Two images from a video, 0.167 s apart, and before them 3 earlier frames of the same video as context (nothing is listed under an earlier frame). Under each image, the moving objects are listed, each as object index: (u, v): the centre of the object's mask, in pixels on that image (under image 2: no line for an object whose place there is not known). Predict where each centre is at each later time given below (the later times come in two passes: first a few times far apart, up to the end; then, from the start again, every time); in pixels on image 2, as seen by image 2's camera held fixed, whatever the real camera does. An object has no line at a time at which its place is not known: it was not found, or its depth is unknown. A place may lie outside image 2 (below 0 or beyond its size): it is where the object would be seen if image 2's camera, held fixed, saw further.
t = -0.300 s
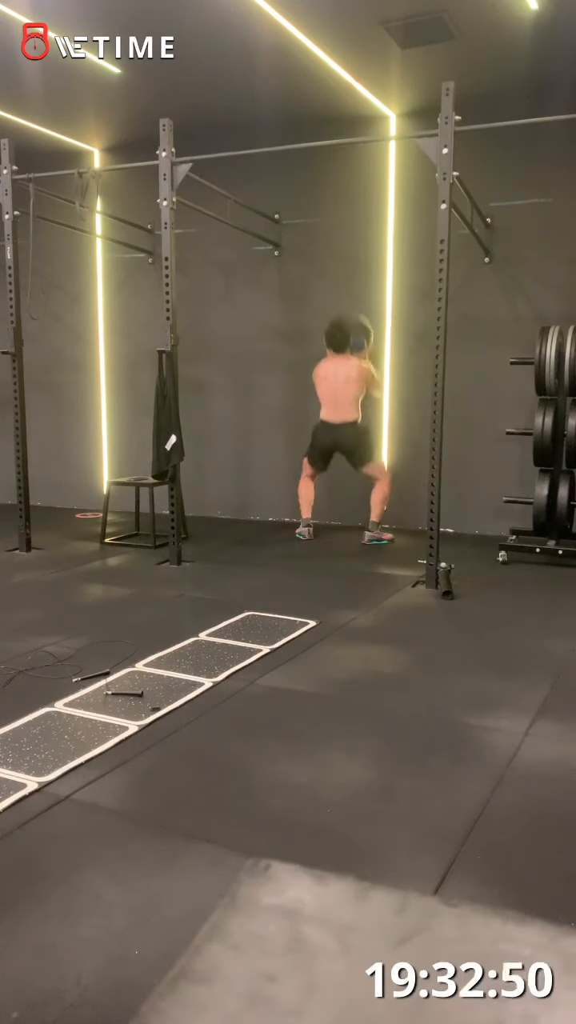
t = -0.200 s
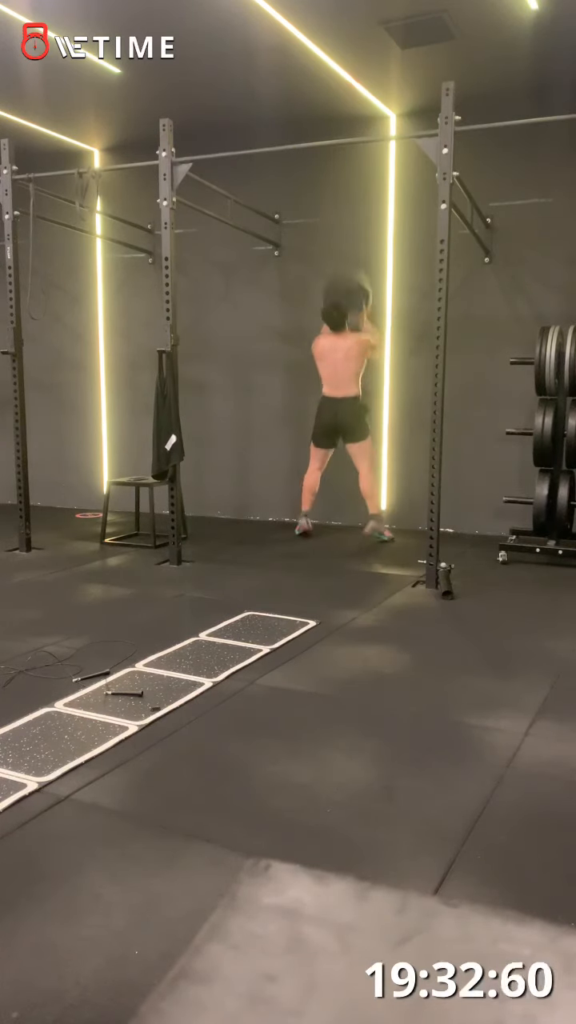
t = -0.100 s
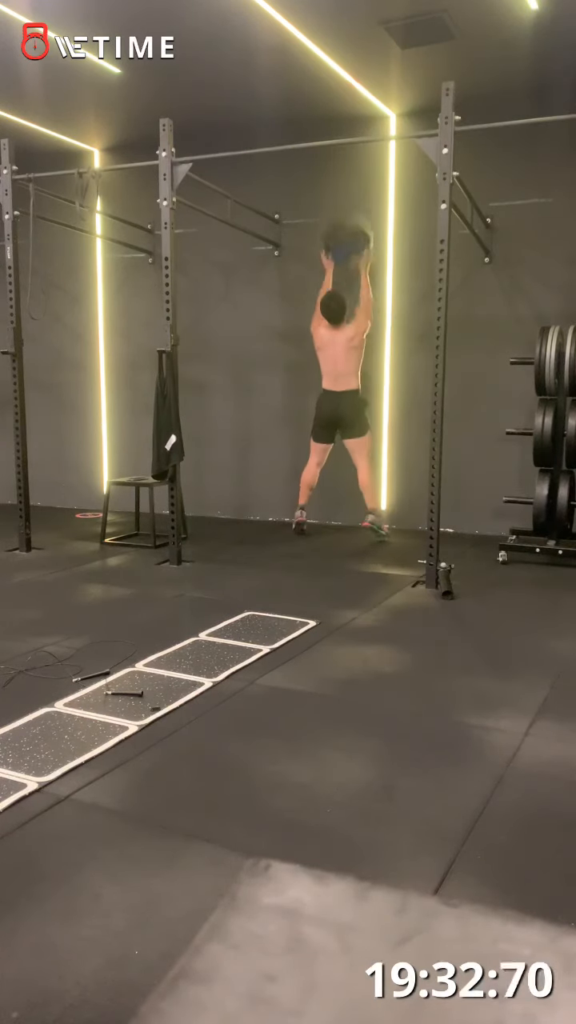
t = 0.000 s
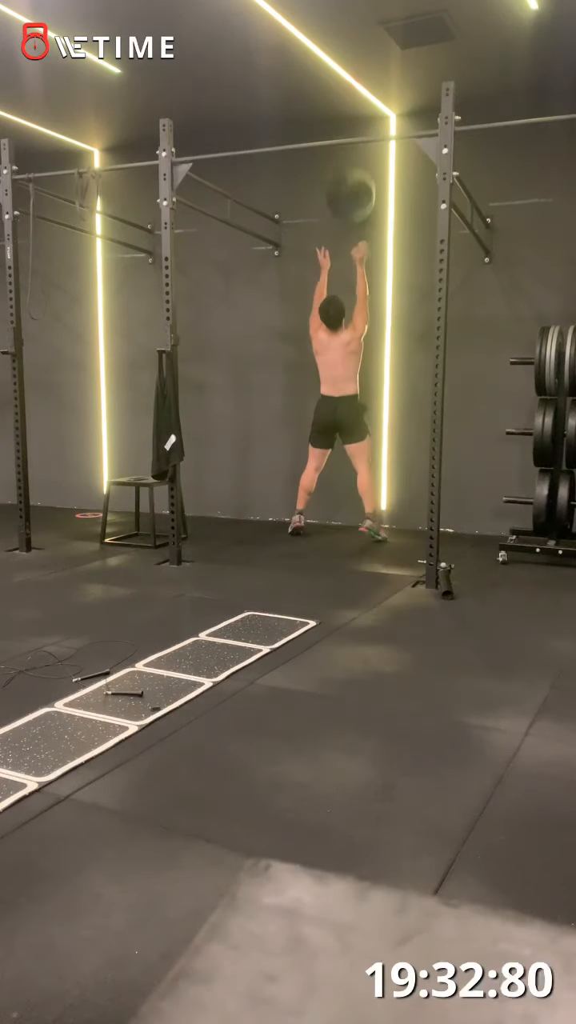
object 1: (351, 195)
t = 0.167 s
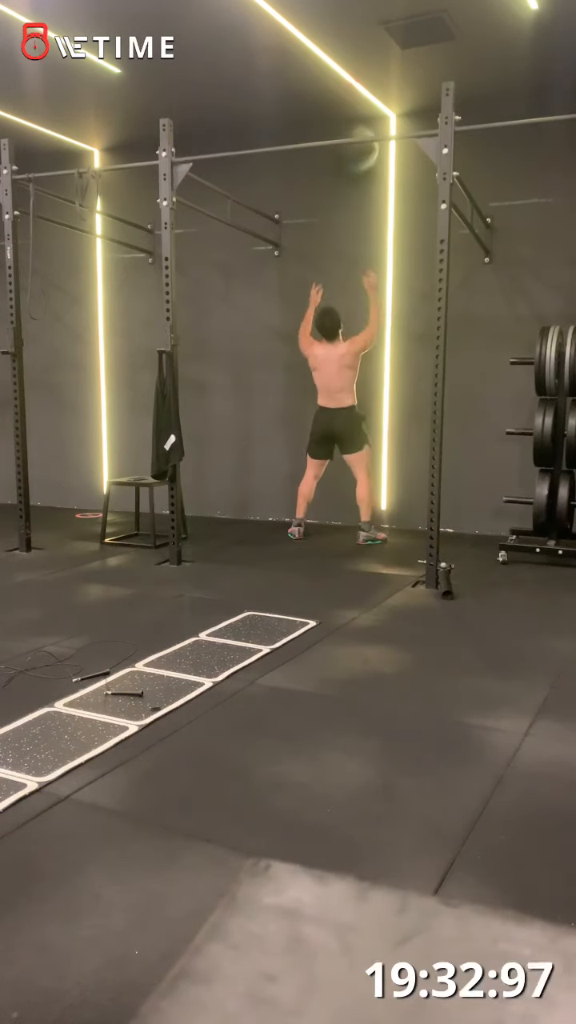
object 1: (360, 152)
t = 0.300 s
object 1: (359, 144)
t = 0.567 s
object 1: (345, 200)
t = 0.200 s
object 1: (360, 147)
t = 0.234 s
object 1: (360, 145)
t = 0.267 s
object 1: (358, 144)
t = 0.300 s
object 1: (359, 144)
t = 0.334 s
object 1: (357, 145)
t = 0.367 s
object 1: (356, 149)
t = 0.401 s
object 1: (354, 154)
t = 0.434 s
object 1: (353, 163)
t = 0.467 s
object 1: (350, 167)
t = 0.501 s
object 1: (348, 175)
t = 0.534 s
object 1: (347, 186)
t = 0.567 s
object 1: (345, 200)
